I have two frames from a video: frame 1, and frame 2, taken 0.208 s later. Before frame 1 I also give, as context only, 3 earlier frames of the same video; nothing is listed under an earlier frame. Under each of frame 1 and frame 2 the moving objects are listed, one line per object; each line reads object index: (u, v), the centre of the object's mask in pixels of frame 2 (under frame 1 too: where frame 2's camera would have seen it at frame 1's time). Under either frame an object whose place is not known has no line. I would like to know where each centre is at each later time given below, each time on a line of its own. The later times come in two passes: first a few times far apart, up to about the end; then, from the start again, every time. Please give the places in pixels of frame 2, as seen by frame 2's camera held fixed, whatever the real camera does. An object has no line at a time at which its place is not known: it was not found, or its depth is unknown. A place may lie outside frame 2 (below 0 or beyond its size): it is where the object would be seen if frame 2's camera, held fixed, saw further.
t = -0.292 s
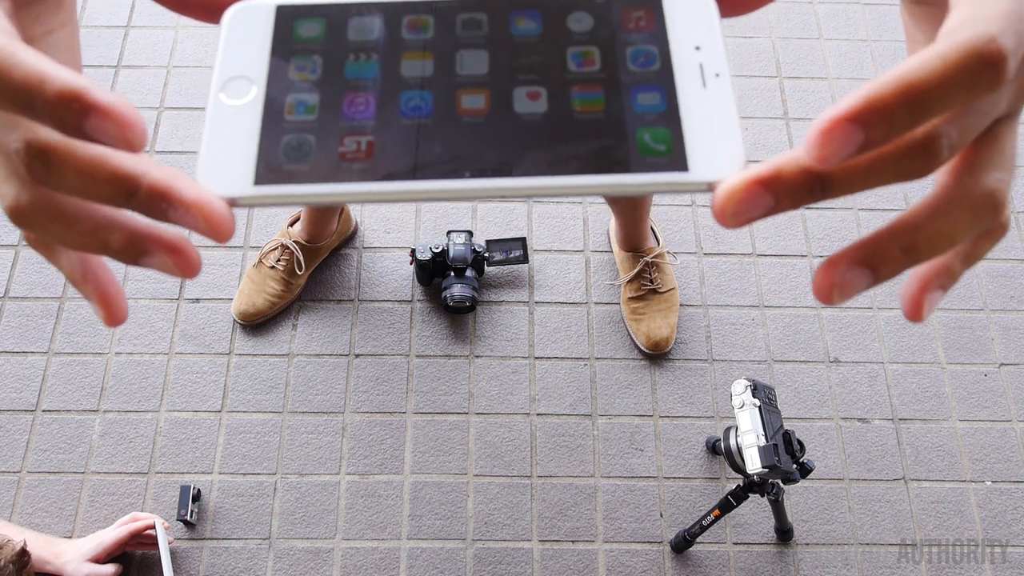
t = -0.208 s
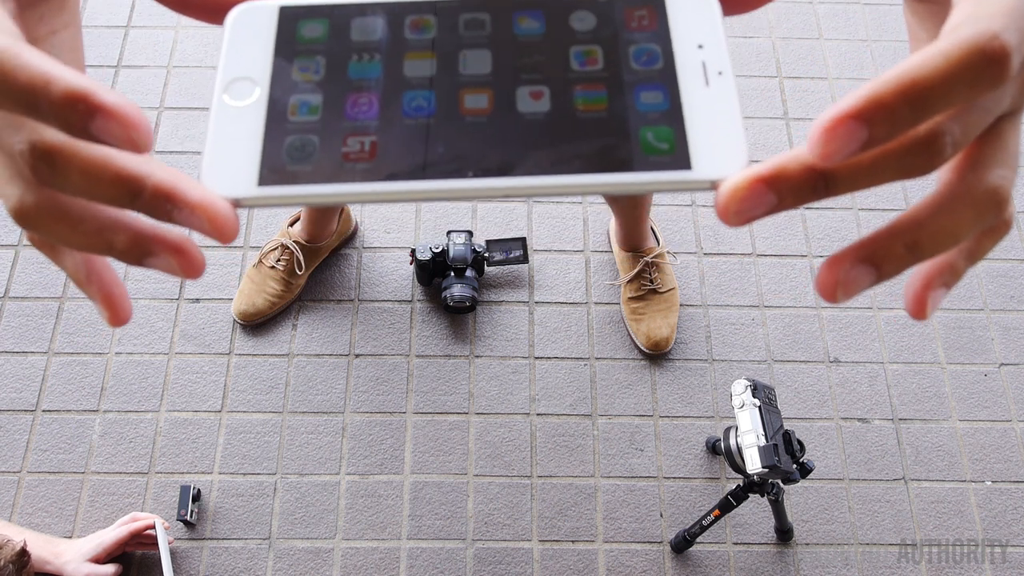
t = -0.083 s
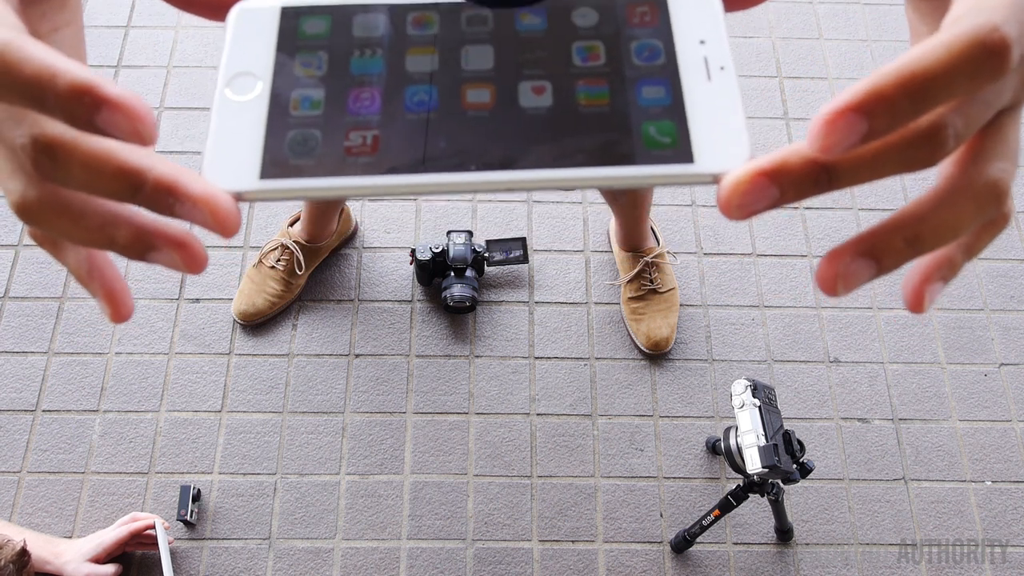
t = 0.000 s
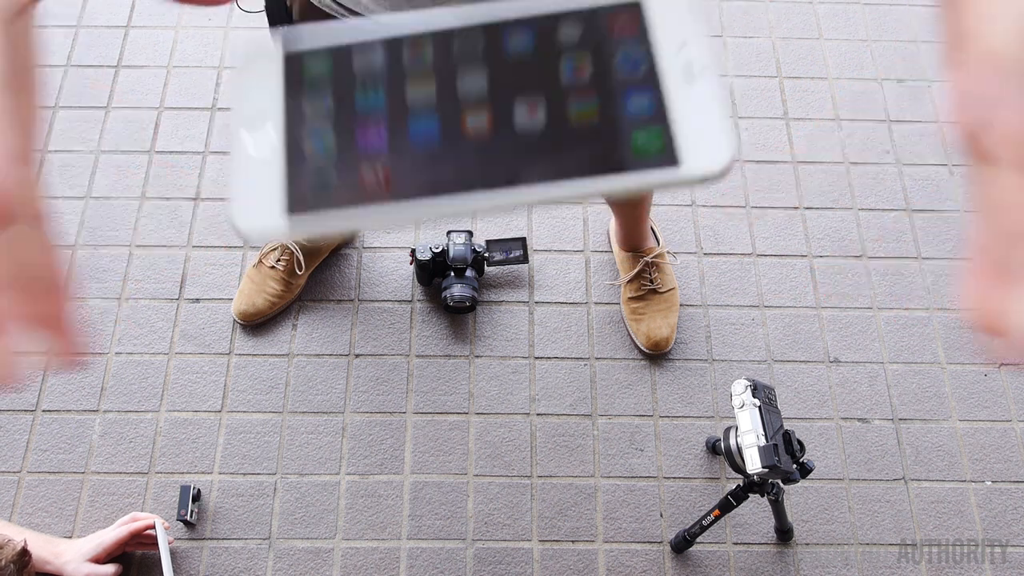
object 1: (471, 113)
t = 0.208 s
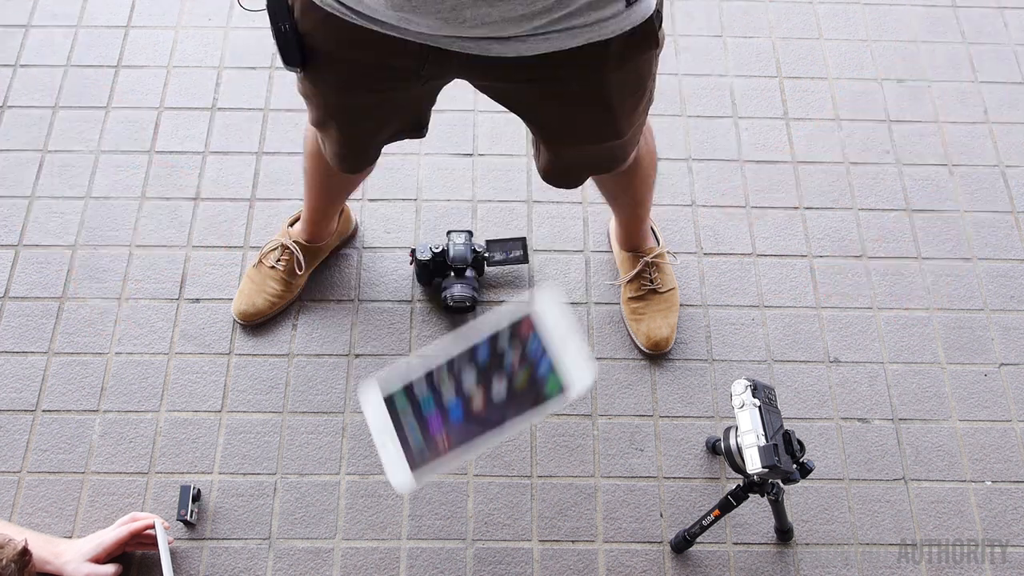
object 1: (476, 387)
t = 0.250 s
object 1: (476, 428)
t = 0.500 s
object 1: (466, 534)
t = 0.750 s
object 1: (437, 508)
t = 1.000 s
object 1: (411, 528)
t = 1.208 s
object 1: (409, 528)
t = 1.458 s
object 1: (409, 528)
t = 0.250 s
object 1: (476, 428)
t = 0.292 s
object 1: (475, 463)
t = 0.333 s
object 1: (474, 491)
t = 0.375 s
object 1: (473, 514)
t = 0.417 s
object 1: (472, 531)
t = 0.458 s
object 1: (473, 543)
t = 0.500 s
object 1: (466, 534)
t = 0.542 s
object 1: (461, 528)
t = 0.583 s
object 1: (458, 517)
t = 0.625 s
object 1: (451, 510)
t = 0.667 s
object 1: (446, 507)
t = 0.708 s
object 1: (442, 507)
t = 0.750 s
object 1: (437, 508)
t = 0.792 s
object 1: (431, 511)
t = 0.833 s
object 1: (428, 513)
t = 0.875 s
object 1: (422, 517)
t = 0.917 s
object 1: (418, 522)
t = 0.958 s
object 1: (414, 526)
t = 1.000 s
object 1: (411, 528)
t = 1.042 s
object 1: (410, 528)
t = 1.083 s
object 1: (409, 528)
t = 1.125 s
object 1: (409, 528)
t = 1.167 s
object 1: (409, 528)
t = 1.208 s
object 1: (409, 528)
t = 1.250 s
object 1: (409, 528)
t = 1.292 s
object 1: (409, 528)
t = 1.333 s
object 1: (409, 528)
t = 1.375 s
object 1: (409, 528)
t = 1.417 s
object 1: (409, 528)
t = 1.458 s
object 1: (409, 528)
